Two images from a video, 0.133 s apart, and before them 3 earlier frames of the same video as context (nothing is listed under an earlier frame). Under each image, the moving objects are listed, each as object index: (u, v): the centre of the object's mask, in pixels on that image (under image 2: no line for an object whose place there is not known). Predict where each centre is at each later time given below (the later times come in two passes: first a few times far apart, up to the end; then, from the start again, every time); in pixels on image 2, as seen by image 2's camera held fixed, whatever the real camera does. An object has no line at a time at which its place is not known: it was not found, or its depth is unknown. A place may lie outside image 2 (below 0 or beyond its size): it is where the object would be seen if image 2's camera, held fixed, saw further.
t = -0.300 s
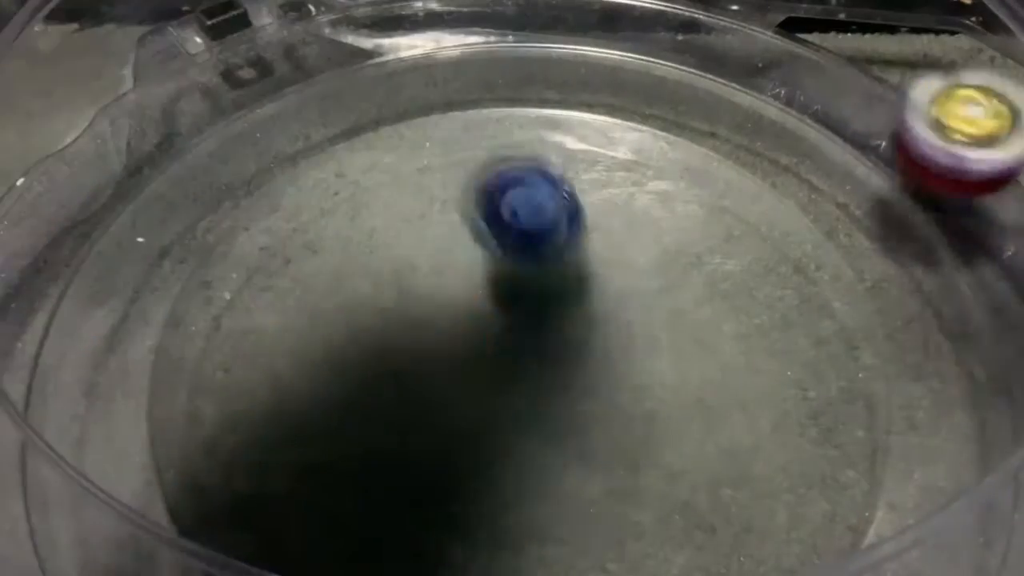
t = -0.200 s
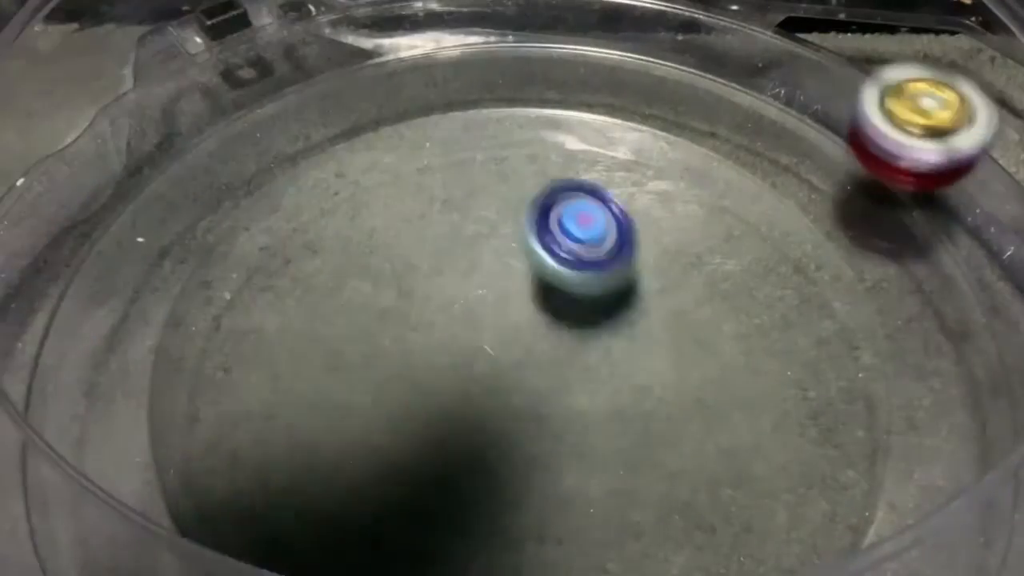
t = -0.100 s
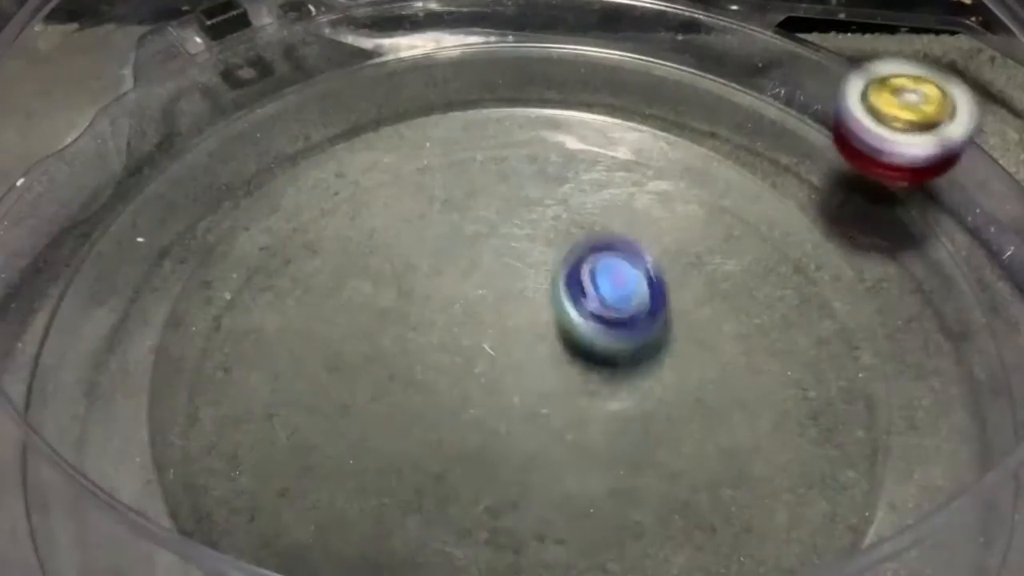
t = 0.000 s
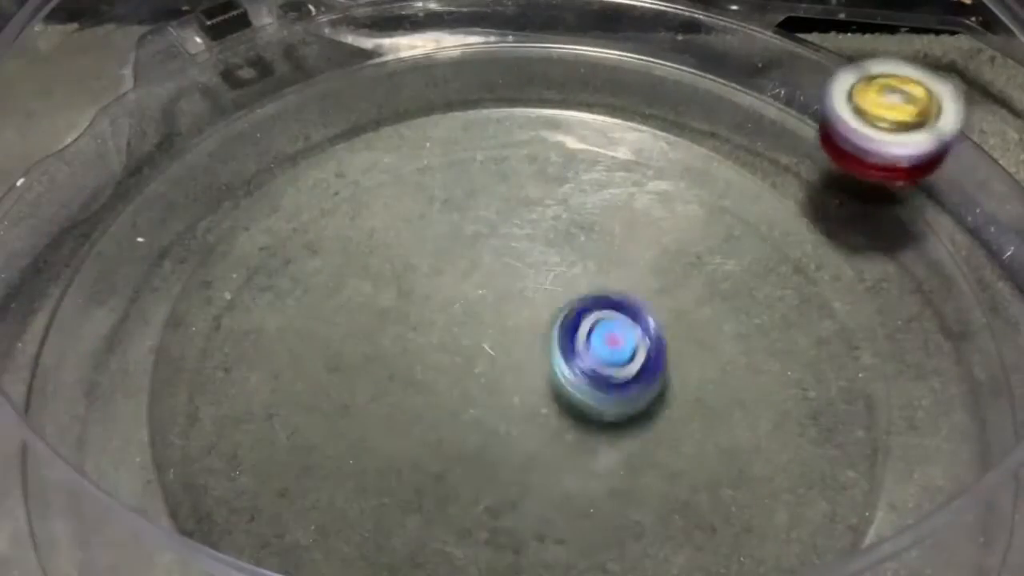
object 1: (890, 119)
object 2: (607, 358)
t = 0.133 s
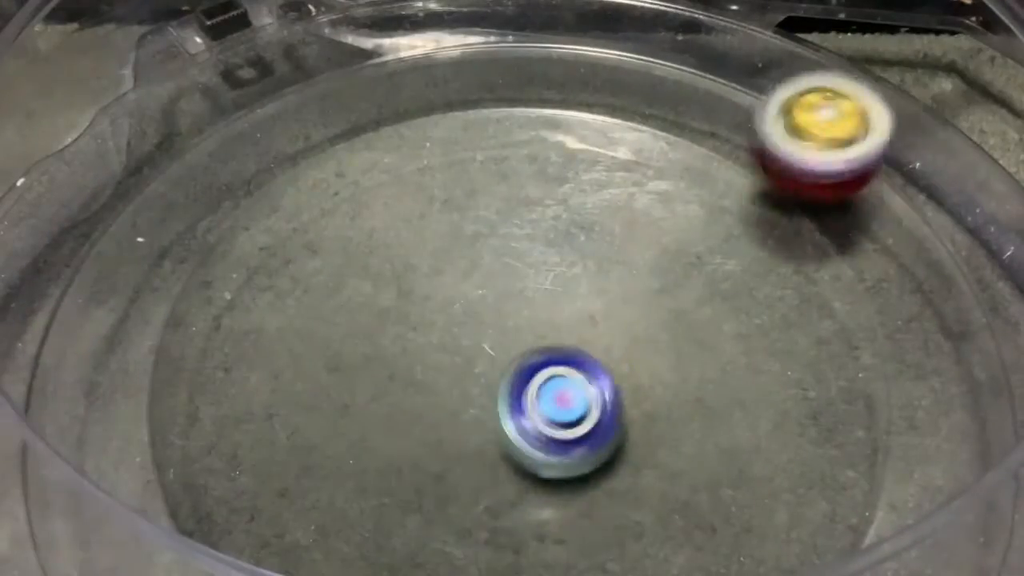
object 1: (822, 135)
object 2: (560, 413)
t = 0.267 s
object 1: (727, 179)
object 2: (514, 415)
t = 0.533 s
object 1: (348, 237)
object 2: (584, 517)
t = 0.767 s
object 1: (297, 496)
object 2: (727, 530)
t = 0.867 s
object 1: (480, 550)
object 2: (748, 451)
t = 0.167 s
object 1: (804, 143)
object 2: (546, 420)
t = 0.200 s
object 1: (783, 150)
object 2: (533, 421)
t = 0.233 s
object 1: (757, 164)
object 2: (522, 418)
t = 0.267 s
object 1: (727, 179)
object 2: (514, 415)
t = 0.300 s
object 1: (686, 193)
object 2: (510, 408)
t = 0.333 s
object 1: (640, 211)
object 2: (510, 397)
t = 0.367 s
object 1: (585, 225)
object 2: (512, 386)
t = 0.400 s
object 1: (531, 241)
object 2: (521, 372)
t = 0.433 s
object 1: (476, 240)
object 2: (533, 398)
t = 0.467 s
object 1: (431, 232)
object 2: (549, 445)
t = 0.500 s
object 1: (386, 231)
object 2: (565, 491)
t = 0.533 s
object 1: (348, 237)
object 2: (584, 517)
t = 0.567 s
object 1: (313, 254)
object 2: (604, 533)
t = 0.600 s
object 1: (284, 279)
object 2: (626, 543)
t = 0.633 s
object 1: (265, 313)
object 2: (648, 550)
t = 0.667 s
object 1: (254, 355)
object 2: (669, 551)
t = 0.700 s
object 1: (256, 404)
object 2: (691, 549)
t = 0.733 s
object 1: (269, 453)
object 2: (711, 541)
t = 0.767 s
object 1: (297, 496)
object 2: (727, 530)
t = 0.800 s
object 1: (343, 520)
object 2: (737, 514)
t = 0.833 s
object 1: (407, 537)
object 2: (747, 490)
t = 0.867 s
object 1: (480, 550)
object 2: (748, 451)
